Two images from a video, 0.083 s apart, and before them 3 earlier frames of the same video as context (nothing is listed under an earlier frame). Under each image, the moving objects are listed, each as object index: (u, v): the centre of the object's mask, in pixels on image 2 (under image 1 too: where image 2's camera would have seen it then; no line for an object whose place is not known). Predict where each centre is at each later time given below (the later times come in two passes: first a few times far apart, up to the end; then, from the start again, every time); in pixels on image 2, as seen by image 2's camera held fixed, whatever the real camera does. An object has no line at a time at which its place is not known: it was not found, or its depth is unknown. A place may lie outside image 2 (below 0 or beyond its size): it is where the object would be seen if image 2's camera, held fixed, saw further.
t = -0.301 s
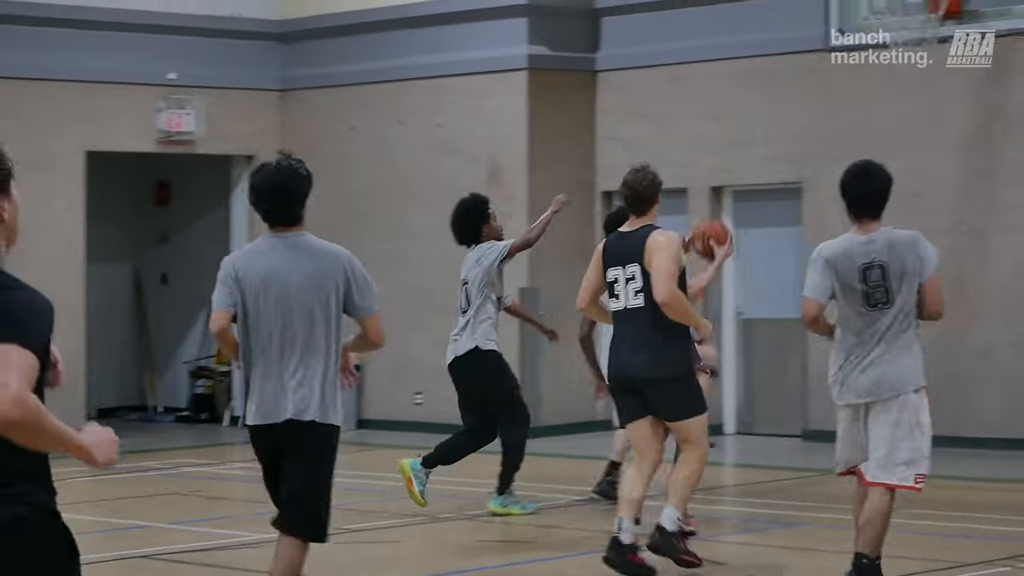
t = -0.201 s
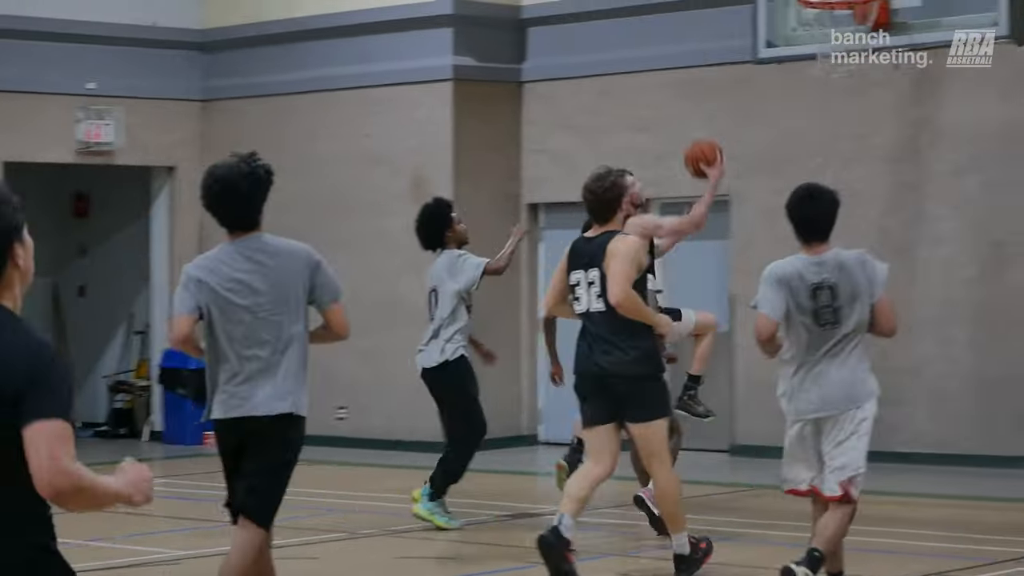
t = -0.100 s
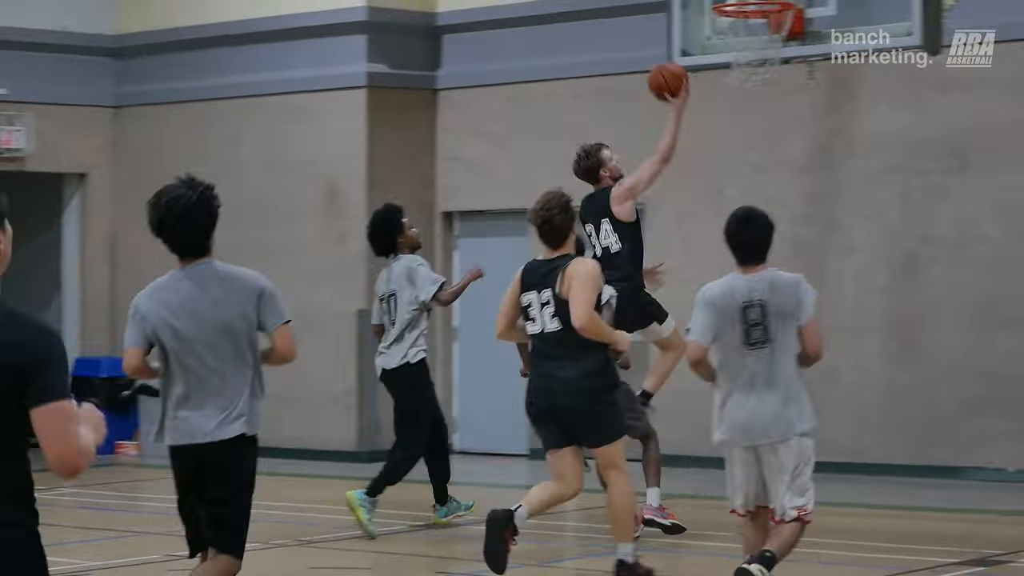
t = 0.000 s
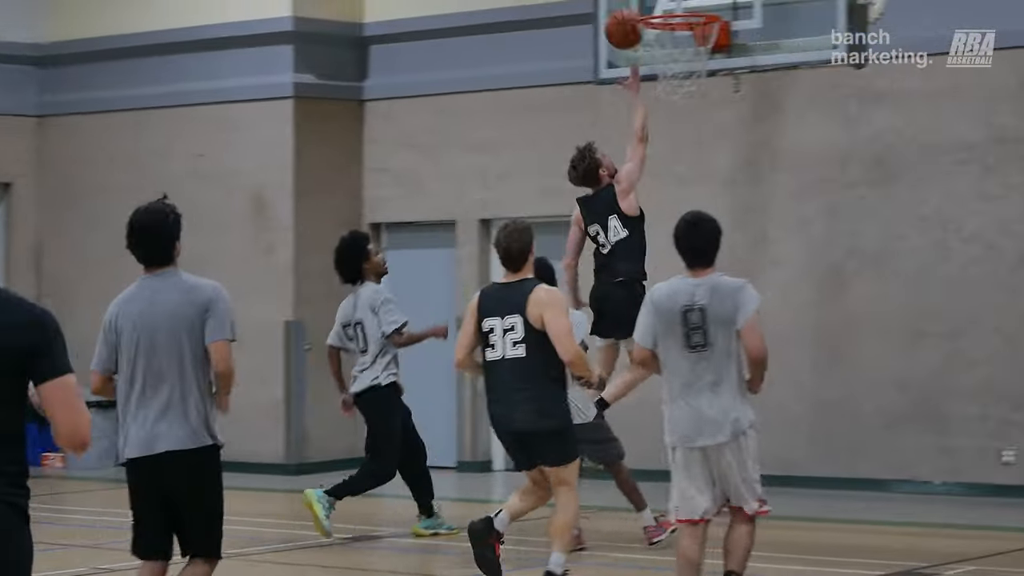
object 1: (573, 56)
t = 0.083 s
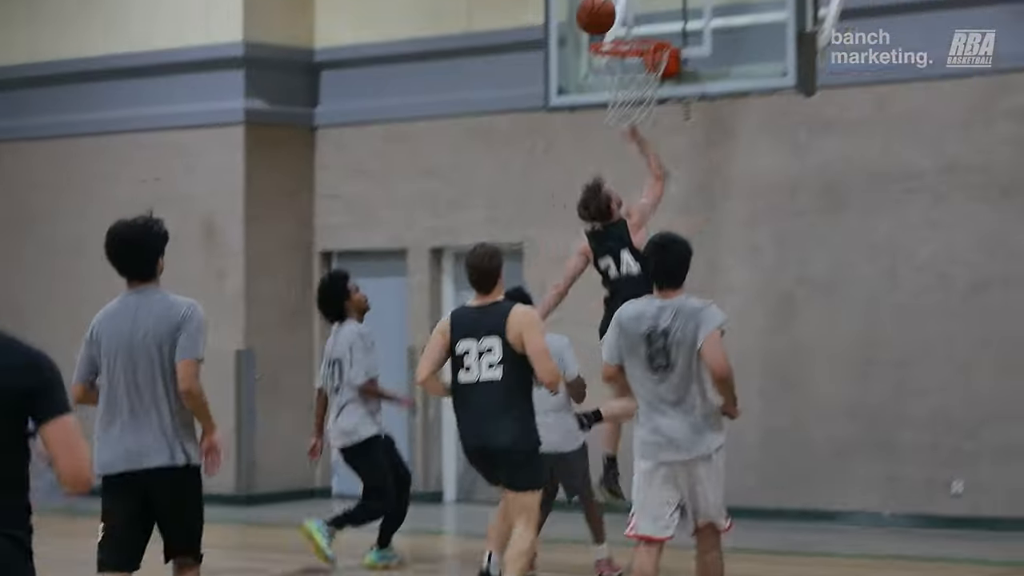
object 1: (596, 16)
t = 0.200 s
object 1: (611, -19)
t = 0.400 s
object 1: (595, -16)
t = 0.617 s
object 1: (579, 19)
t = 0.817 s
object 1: (566, 39)
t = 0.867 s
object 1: (563, 55)
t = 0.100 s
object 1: (600, 8)
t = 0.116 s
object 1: (604, 2)
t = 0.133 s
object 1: (609, -4)
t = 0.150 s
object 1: (613, -10)
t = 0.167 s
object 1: (614, -14)
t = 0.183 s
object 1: (612, -17)
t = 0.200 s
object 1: (611, -19)
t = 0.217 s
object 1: (609, -22)
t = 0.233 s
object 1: (609, -24)
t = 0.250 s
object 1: (607, -25)
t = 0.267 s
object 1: (606, -26)
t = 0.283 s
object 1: (604, -26)
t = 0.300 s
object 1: (603, -26)
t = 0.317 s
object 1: (602, -25)
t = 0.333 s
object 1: (601, -24)
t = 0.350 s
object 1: (599, -22)
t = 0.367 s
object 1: (598, -21)
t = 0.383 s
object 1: (596, -19)
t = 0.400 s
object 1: (595, -16)
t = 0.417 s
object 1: (594, -13)
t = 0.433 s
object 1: (593, -9)
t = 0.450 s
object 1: (591, -5)
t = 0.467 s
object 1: (590, 0)
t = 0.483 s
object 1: (588, 6)
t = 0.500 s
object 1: (587, 12)
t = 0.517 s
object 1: (585, 18)
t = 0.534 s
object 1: (584, 24)
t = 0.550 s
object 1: (583, 26)
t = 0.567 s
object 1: (582, 24)
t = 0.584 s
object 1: (581, 22)
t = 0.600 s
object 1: (580, 20)
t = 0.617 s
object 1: (579, 19)
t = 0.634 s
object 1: (578, 18)
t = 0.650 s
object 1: (577, 17)
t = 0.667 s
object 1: (576, 17)
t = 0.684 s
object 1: (575, 18)
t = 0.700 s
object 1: (574, 19)
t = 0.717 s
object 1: (573, 20)
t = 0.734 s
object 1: (571, 22)
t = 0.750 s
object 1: (571, 25)
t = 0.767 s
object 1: (569, 27)
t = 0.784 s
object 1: (569, 31)
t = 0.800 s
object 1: (568, 35)
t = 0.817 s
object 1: (566, 39)
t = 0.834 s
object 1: (565, 44)
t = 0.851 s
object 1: (564, 49)
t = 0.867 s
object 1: (563, 55)
